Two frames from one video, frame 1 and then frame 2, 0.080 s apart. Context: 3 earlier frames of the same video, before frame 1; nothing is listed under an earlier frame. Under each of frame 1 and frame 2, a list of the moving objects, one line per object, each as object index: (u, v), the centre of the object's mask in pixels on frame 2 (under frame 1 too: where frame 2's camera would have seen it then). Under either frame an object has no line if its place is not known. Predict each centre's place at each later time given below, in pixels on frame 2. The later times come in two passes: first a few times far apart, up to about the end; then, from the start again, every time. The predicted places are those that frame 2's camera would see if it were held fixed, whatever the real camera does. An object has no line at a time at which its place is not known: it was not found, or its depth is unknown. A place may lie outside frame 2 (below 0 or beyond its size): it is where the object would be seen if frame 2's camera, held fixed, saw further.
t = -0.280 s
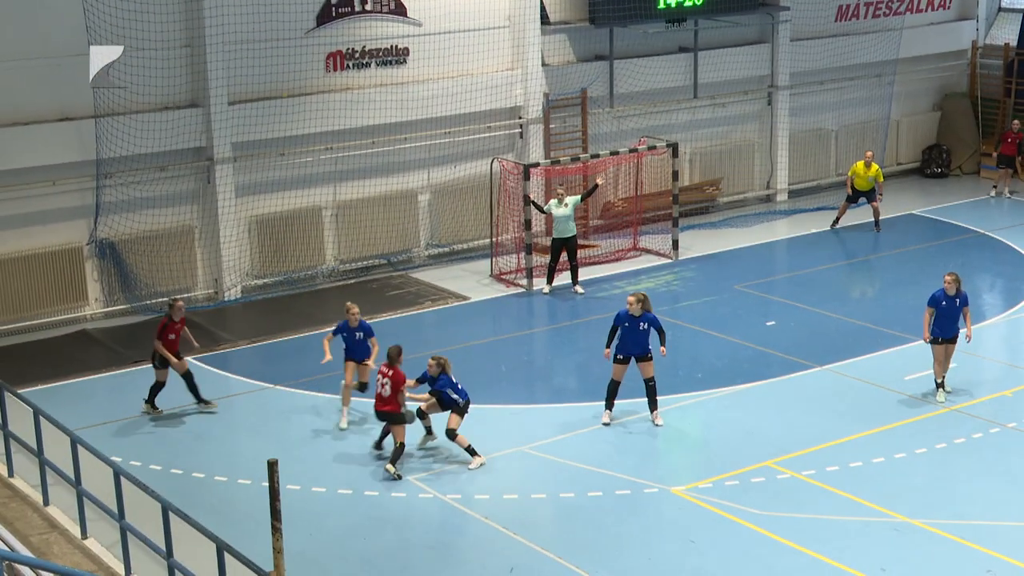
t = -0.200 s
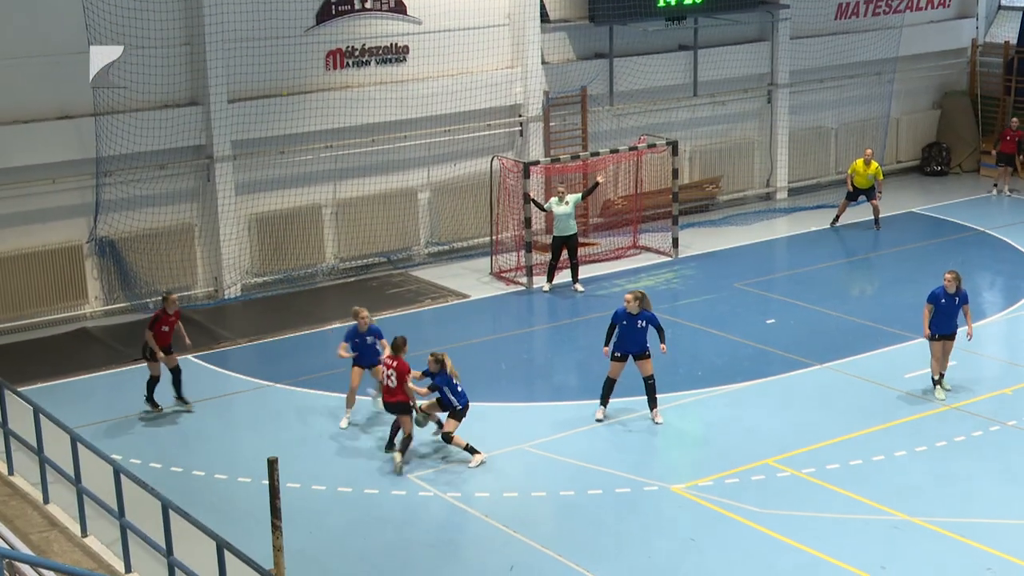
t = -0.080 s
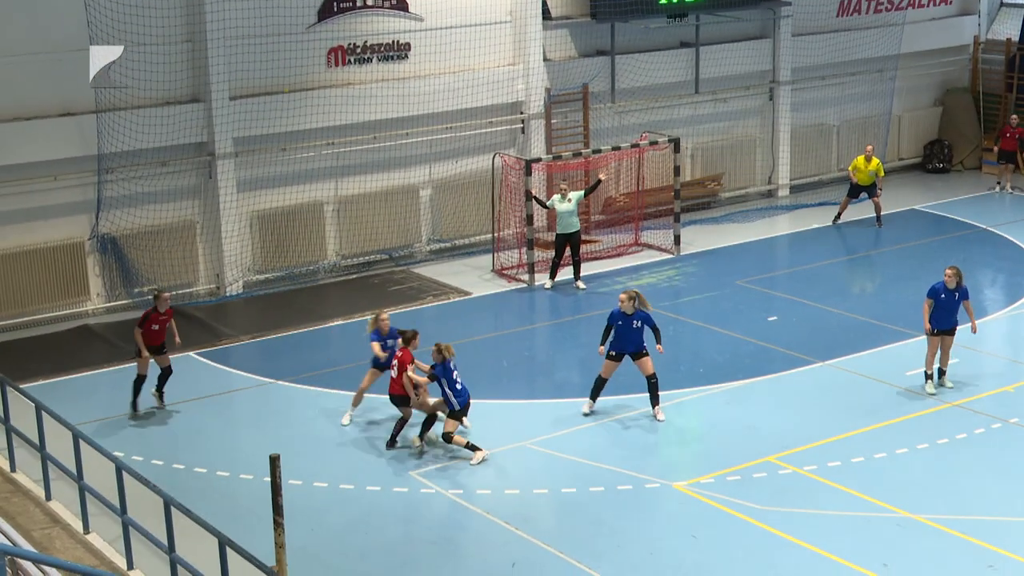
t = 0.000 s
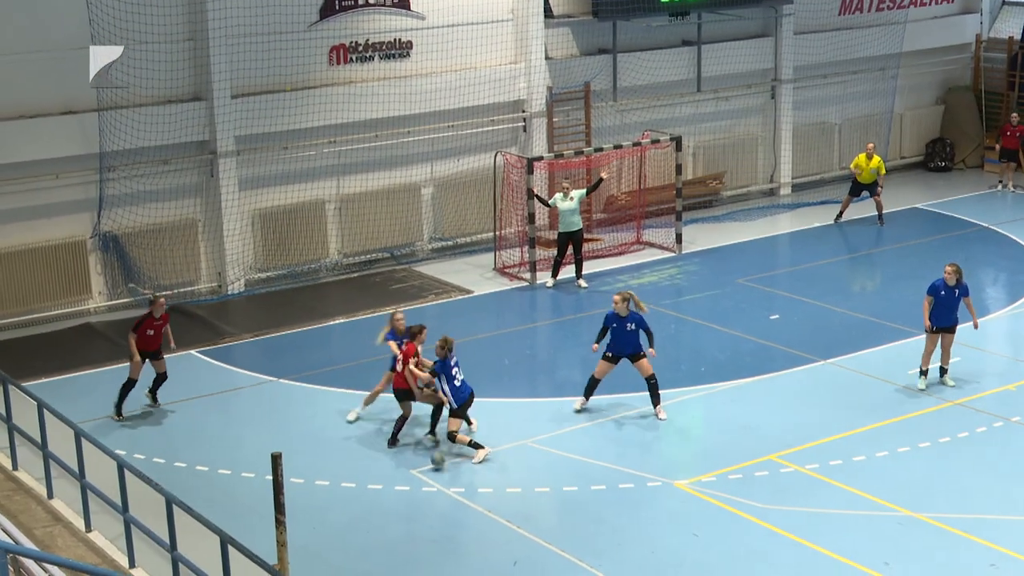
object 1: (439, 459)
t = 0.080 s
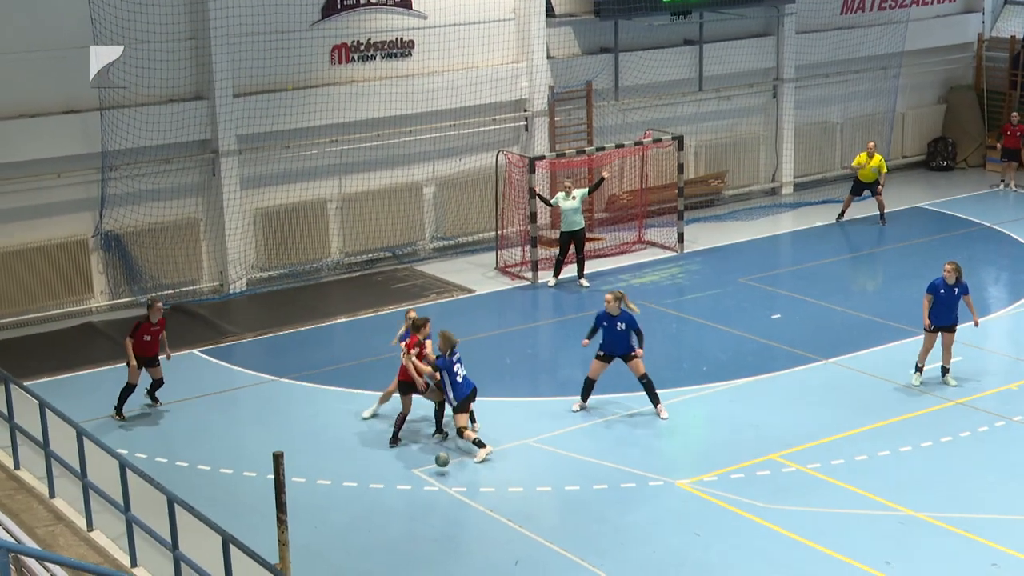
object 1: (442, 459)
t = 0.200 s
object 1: (445, 458)
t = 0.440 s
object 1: (454, 491)
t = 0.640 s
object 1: (459, 498)
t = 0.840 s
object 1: (464, 514)
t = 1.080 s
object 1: (470, 532)
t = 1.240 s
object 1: (474, 540)
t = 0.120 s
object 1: (443, 458)
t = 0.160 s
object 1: (444, 458)
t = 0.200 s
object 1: (445, 458)
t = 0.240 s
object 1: (446, 461)
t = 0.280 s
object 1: (448, 464)
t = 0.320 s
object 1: (449, 469)
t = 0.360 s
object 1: (450, 476)
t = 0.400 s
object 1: (453, 483)
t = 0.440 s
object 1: (454, 491)
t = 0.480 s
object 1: (455, 490)
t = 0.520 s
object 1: (456, 490)
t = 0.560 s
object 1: (456, 491)
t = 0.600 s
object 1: (458, 494)
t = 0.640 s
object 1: (459, 498)
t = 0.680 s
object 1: (460, 505)
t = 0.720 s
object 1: (461, 509)
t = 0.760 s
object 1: (462, 509)
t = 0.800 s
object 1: (463, 511)
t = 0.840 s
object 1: (464, 514)
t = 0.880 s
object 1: (465, 518)
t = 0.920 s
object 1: (466, 521)
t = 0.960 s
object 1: (467, 523)
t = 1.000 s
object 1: (468, 526)
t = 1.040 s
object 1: (469, 529)
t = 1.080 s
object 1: (470, 532)
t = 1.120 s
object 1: (471, 534)
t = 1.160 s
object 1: (472, 536)
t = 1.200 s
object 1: (473, 538)
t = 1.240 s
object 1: (474, 540)
